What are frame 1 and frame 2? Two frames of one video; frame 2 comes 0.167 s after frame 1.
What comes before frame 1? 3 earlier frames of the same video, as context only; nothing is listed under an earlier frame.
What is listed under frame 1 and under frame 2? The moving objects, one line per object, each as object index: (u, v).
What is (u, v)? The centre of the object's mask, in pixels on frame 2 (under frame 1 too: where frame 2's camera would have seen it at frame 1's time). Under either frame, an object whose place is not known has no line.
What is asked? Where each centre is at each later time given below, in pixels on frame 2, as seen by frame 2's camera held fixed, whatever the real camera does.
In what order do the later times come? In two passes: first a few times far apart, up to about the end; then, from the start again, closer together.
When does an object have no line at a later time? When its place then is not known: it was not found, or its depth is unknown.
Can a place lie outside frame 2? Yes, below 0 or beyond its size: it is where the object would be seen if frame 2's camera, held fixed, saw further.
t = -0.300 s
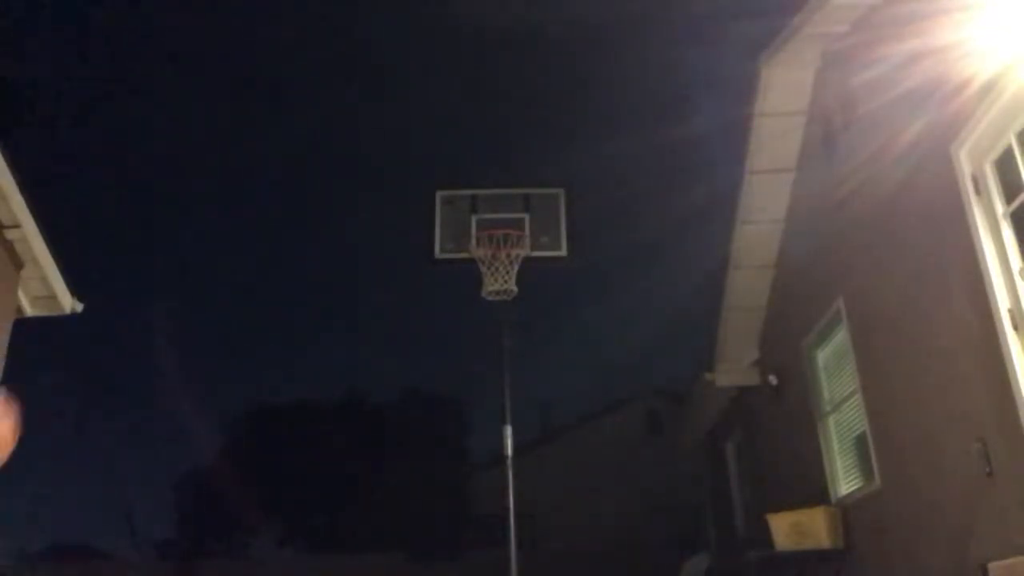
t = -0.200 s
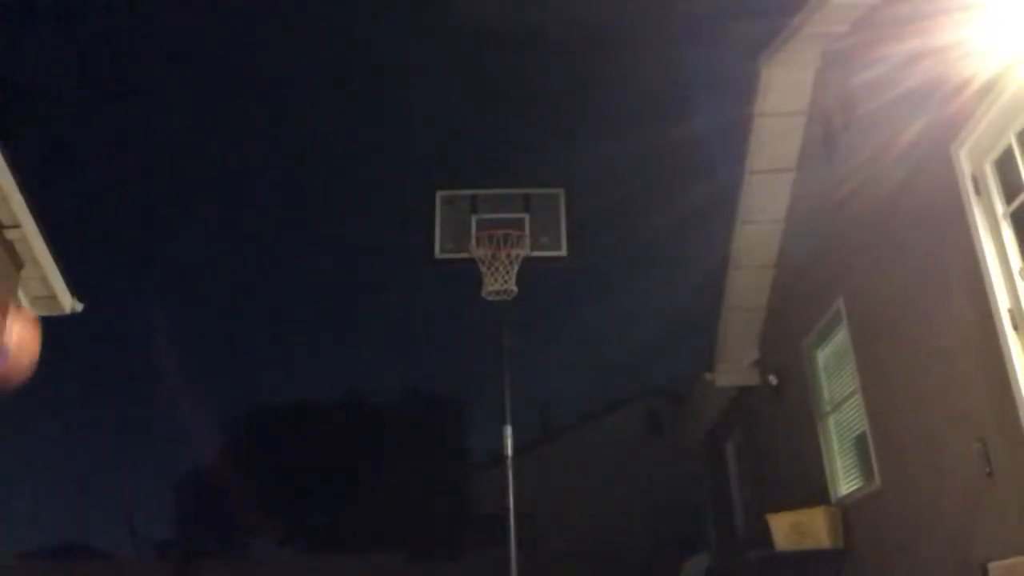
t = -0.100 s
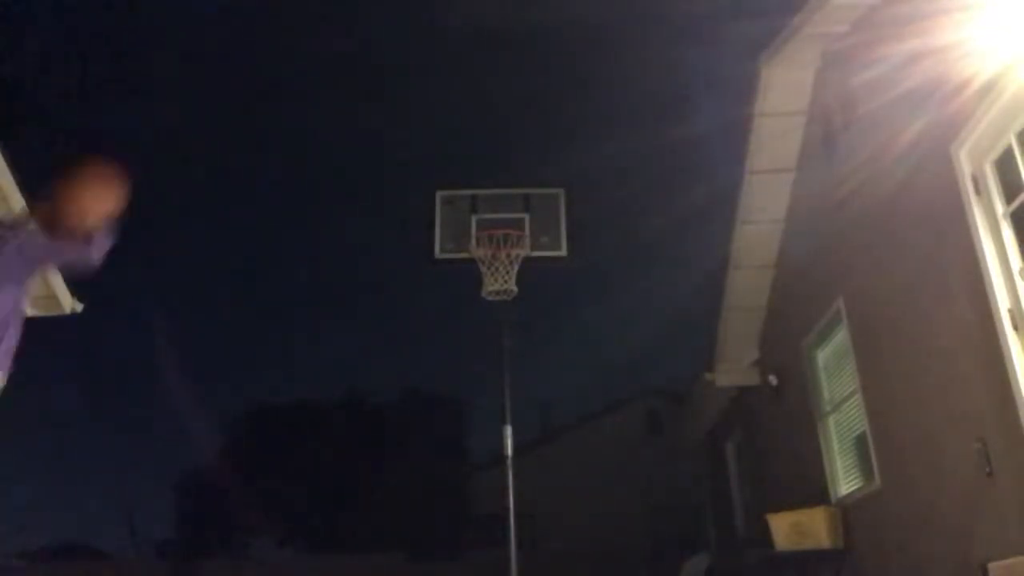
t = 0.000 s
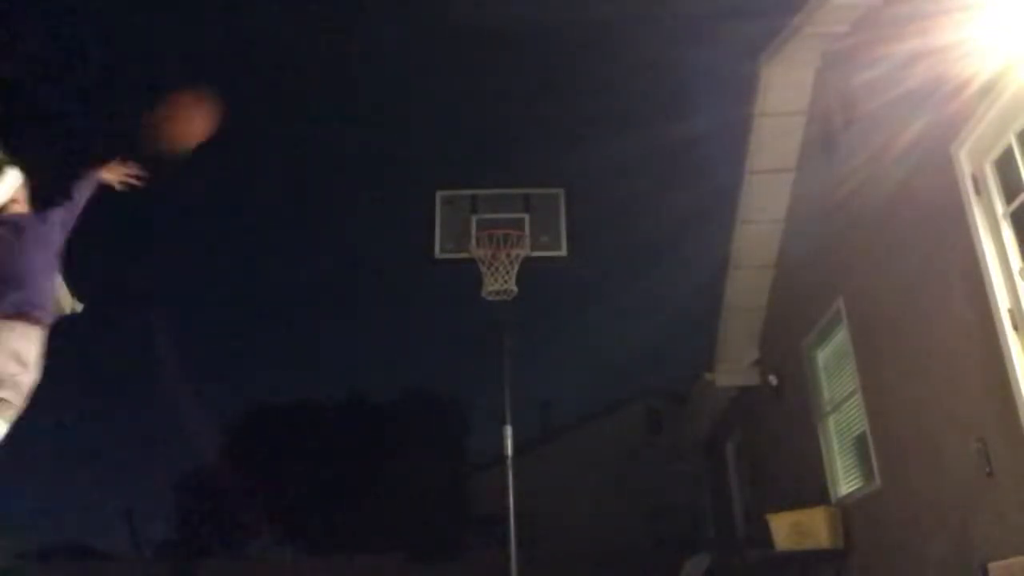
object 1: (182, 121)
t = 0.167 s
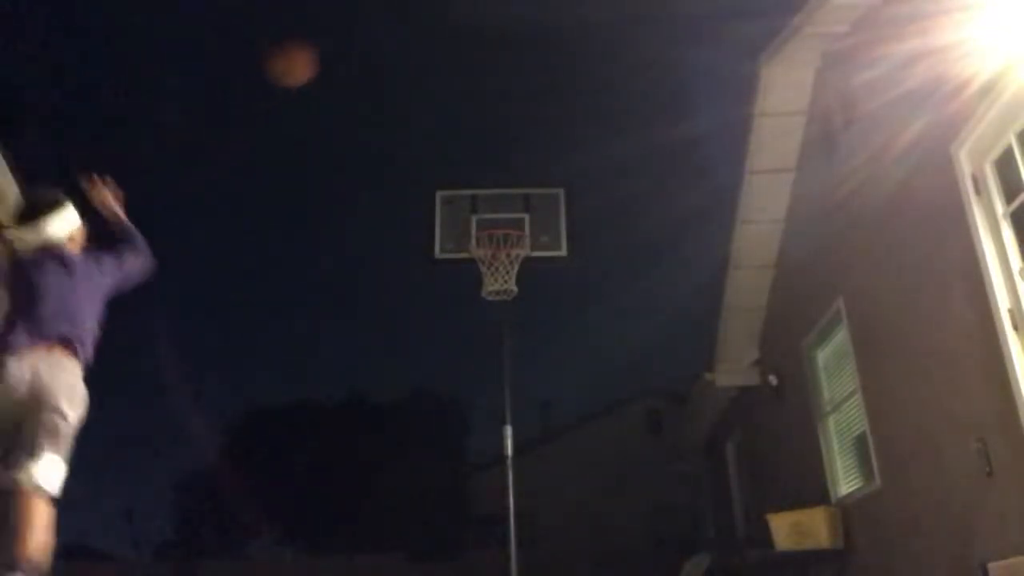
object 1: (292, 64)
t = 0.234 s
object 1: (323, 60)
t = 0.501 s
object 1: (411, 95)
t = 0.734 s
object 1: (462, 175)
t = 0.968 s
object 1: (486, 215)
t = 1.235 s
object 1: (494, 194)
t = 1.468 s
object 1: (501, 233)
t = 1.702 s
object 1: (513, 349)
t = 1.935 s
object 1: (530, 560)
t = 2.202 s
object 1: (541, 446)
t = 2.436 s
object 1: (552, 353)
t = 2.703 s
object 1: (568, 355)
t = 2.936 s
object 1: (588, 438)
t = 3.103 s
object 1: (605, 548)
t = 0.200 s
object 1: (307, 61)
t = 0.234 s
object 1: (323, 60)
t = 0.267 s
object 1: (337, 60)
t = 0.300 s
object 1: (349, 62)
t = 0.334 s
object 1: (361, 64)
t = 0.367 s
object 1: (372, 69)
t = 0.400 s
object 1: (383, 74)
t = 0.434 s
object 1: (392, 81)
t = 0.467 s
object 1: (402, 88)
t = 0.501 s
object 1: (411, 95)
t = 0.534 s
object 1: (420, 105)
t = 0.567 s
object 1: (427, 116)
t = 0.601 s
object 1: (435, 126)
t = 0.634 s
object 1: (442, 138)
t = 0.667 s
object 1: (450, 150)
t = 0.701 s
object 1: (456, 164)
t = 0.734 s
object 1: (462, 175)
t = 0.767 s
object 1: (472, 191)
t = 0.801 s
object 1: (473, 204)
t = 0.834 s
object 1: (482, 217)
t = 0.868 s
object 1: (482, 235)
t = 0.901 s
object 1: (483, 230)
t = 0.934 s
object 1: (486, 222)
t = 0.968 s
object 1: (486, 215)
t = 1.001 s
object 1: (488, 210)
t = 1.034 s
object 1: (490, 200)
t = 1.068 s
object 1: (492, 199)
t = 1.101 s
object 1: (492, 198)
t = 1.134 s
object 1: (492, 198)
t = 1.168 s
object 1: (494, 195)
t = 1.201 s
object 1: (494, 194)
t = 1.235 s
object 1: (494, 194)
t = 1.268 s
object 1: (496, 195)
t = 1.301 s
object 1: (497, 194)
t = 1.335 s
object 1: (498, 199)
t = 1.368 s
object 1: (498, 203)
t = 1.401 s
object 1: (500, 214)
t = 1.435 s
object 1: (500, 221)
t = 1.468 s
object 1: (501, 233)
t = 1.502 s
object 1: (502, 249)
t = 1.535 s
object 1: (504, 257)
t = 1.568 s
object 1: (507, 269)
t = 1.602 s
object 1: (509, 289)
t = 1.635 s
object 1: (510, 309)
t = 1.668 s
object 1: (512, 329)
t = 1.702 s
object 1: (513, 349)
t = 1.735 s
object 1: (515, 375)
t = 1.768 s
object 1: (517, 401)
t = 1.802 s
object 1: (519, 430)
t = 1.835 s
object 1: (522, 463)
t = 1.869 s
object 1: (525, 499)
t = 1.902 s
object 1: (528, 537)
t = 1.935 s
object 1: (530, 560)
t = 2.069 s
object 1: (537, 545)
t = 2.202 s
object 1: (541, 446)
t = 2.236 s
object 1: (542, 425)
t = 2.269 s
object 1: (544, 408)
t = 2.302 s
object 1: (546, 394)
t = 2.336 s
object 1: (547, 381)
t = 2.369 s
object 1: (549, 370)
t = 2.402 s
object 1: (550, 360)
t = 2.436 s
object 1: (552, 353)
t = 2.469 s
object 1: (554, 348)
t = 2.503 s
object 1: (556, 344)
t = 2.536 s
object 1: (557, 342)
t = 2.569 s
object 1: (559, 341)
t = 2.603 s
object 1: (561, 342)
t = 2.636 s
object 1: (564, 345)
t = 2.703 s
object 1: (568, 355)
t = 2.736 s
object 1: (571, 362)
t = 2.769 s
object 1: (573, 370)
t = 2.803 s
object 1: (576, 381)
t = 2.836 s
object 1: (578, 392)
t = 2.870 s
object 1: (581, 405)
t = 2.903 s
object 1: (584, 421)
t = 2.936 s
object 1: (588, 438)
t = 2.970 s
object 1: (591, 457)
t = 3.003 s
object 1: (594, 477)
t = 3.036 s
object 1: (598, 500)
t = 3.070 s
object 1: (601, 525)
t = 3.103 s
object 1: (605, 548)
